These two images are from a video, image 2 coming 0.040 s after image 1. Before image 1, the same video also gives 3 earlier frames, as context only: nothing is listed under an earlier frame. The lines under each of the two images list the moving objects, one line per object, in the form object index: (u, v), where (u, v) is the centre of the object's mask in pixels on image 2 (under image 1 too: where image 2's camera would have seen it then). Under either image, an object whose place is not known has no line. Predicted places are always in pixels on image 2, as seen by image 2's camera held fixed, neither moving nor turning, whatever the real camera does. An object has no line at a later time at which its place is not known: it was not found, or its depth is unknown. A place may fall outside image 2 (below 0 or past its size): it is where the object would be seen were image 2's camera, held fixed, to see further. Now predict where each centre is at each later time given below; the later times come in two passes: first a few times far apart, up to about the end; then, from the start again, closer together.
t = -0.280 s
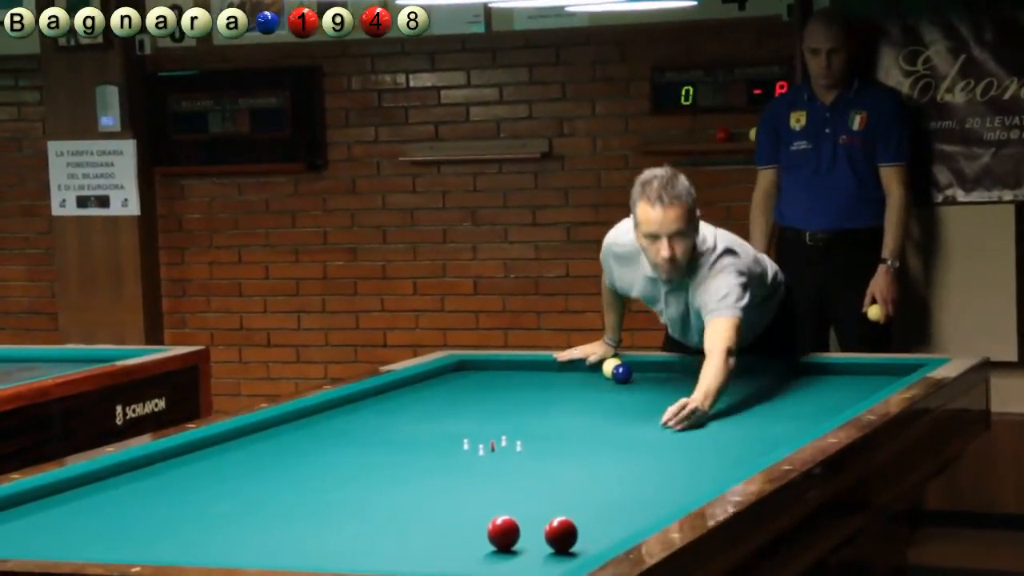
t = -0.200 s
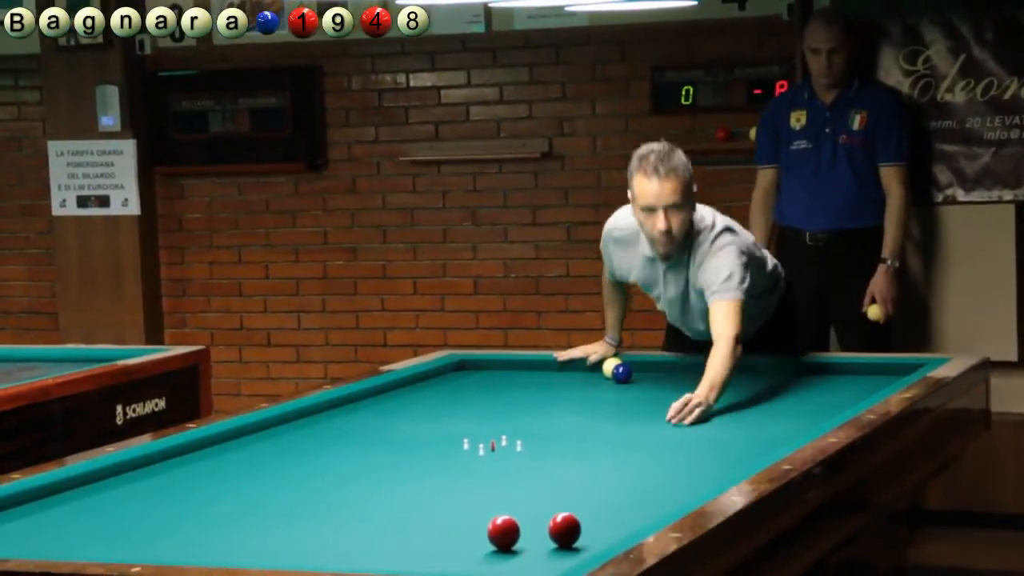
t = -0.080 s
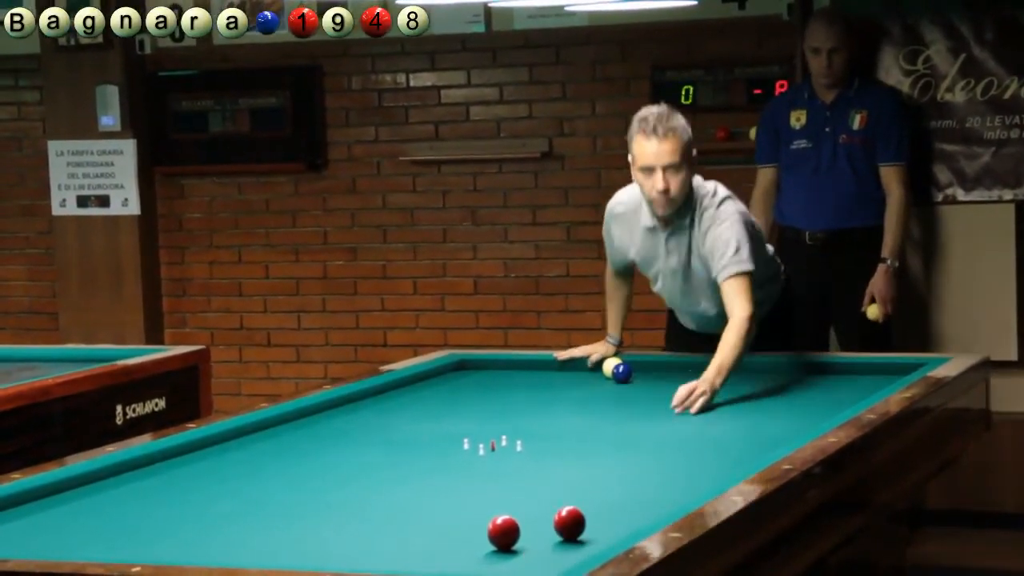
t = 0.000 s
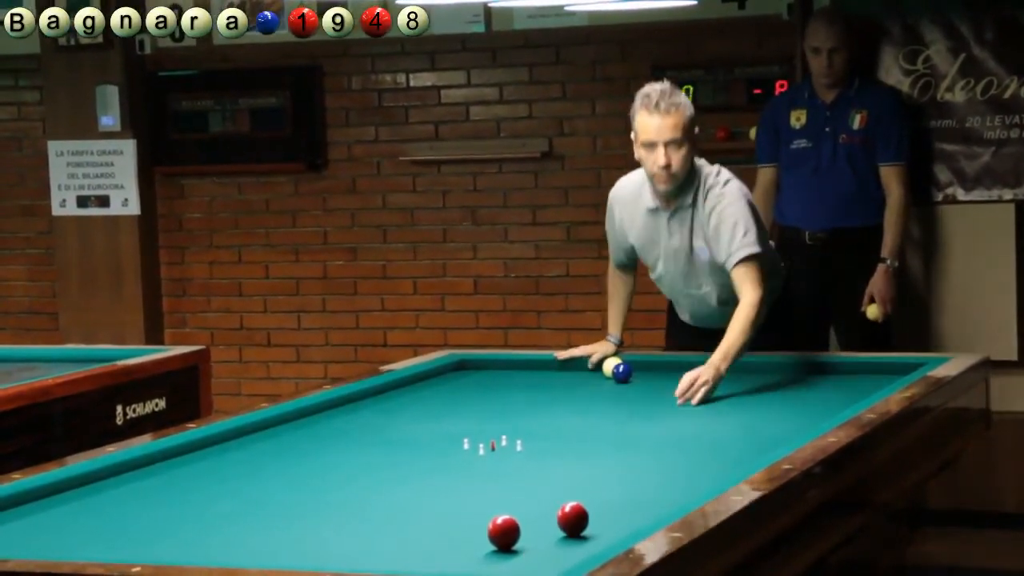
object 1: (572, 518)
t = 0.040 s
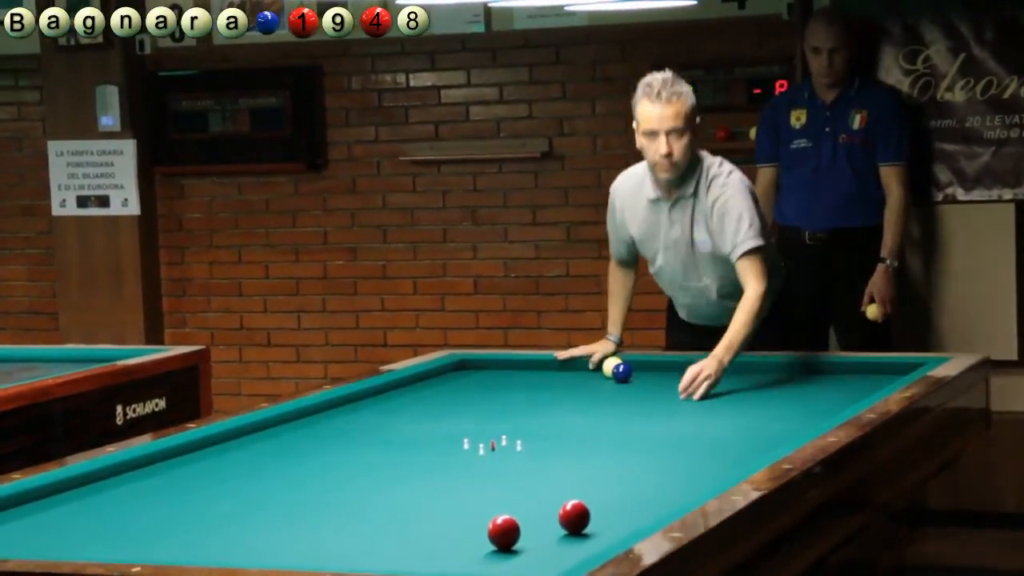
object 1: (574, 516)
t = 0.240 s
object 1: (581, 507)
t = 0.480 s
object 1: (589, 496)
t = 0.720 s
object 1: (596, 486)
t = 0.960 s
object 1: (603, 477)
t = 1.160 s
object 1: (609, 469)
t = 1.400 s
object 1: (615, 461)
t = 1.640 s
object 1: (620, 453)
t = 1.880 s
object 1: (625, 446)
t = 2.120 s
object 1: (629, 439)
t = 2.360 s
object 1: (633, 433)
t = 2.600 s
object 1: (637, 427)
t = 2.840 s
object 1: (640, 422)
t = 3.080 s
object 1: (643, 416)
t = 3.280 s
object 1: (645, 412)
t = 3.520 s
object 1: (647, 408)
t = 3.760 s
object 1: (649, 403)
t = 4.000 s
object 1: (652, 399)
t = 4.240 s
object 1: (654, 395)
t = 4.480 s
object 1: (655, 391)
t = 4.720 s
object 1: (657, 387)
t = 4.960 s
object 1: (658, 384)
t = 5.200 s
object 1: (660, 381)
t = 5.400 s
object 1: (661, 378)
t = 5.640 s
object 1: (662, 376)
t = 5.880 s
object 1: (664, 373)
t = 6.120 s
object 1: (665, 371)
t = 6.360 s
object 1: (666, 369)
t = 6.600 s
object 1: (667, 366)
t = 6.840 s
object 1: (668, 364)
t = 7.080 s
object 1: (667, 363)
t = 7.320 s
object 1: (662, 364)
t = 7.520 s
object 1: (659, 364)
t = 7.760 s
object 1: (655, 365)
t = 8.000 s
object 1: (651, 366)
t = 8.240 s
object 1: (648, 367)
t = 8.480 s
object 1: (645, 368)
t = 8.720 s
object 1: (642, 368)
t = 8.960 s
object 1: (641, 368)
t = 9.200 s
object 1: (640, 368)
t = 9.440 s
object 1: (640, 369)
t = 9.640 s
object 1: (640, 369)
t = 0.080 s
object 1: (576, 515)
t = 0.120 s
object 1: (577, 513)
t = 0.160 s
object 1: (578, 511)
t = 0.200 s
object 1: (580, 509)
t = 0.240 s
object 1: (581, 507)
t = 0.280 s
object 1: (582, 505)
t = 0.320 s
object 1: (583, 503)
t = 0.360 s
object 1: (585, 501)
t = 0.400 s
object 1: (586, 500)
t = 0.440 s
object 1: (587, 498)
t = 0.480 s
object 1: (589, 496)
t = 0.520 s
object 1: (590, 494)
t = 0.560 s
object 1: (592, 493)
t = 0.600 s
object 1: (593, 491)
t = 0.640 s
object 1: (594, 489)
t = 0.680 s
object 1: (595, 488)
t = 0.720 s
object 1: (596, 486)
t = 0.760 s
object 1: (597, 484)
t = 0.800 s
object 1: (599, 483)
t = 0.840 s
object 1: (600, 481)
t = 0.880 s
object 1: (601, 480)
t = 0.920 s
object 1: (602, 478)
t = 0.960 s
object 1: (603, 477)
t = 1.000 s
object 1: (604, 475)
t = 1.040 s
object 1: (606, 474)
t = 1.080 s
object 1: (607, 472)
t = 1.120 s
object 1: (608, 471)
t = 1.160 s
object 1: (609, 469)
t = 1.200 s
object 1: (609, 468)
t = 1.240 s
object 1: (610, 467)
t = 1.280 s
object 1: (611, 465)
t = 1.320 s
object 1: (612, 464)
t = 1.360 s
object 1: (614, 462)
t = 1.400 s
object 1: (615, 461)
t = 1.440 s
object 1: (616, 460)
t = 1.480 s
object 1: (617, 458)
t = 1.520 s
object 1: (618, 457)
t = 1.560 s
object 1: (618, 456)
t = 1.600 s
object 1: (619, 455)
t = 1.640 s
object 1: (620, 453)
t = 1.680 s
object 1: (621, 452)
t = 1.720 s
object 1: (621, 451)
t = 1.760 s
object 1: (622, 450)
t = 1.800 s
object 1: (623, 449)
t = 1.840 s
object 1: (624, 447)
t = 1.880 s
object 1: (625, 446)
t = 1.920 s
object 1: (626, 445)
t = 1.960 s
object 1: (626, 444)
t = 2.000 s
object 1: (627, 443)
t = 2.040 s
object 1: (628, 442)
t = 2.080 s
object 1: (628, 440)
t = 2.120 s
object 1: (629, 439)
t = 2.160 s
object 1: (630, 438)
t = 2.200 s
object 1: (630, 437)
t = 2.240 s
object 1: (631, 436)
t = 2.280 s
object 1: (632, 435)
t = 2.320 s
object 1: (632, 434)
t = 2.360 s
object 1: (633, 433)
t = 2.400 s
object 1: (634, 432)
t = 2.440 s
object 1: (634, 431)
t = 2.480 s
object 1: (635, 430)
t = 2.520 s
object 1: (636, 429)
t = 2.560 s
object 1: (636, 428)
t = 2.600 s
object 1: (637, 427)
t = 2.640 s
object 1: (637, 426)
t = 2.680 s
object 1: (638, 425)
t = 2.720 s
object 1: (638, 424)
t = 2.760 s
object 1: (639, 423)
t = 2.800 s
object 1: (639, 422)
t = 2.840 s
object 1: (640, 422)
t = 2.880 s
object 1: (640, 421)
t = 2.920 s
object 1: (641, 420)
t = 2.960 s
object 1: (641, 419)
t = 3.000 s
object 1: (642, 418)
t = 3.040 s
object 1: (642, 417)
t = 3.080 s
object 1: (643, 416)
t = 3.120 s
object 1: (643, 415)
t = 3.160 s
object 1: (644, 415)
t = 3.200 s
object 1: (644, 414)
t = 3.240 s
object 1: (645, 413)
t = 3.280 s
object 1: (645, 412)
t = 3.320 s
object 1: (645, 411)
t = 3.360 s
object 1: (646, 411)
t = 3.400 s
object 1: (646, 409)
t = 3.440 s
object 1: (647, 409)
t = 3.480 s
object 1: (647, 408)
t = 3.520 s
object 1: (647, 408)
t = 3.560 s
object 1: (648, 406)
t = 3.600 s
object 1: (648, 406)
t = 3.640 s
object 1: (649, 405)
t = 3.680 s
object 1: (649, 404)
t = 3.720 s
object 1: (649, 404)
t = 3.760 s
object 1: (649, 403)
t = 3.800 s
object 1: (650, 402)
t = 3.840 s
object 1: (650, 401)
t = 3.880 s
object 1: (651, 400)
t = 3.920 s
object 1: (651, 400)
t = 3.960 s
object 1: (651, 399)
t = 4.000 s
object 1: (652, 399)
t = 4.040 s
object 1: (652, 398)
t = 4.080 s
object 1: (653, 397)
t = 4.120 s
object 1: (653, 397)
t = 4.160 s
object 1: (653, 396)
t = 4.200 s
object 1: (653, 395)
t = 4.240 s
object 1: (654, 395)
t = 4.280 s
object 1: (654, 394)
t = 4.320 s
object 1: (654, 393)
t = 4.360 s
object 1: (654, 393)
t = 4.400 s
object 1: (655, 392)
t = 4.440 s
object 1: (655, 392)
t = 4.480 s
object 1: (655, 391)
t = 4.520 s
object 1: (656, 391)
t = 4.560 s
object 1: (656, 390)
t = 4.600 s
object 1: (656, 389)
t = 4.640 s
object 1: (657, 389)
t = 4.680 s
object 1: (657, 388)
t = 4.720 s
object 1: (657, 387)
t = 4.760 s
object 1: (657, 387)
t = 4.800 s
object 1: (657, 386)
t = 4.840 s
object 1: (658, 386)
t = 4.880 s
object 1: (658, 385)
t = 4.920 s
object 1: (658, 385)
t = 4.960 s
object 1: (658, 384)
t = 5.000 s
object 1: (659, 383)
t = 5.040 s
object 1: (659, 383)
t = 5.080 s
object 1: (659, 383)
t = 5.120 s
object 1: (659, 382)
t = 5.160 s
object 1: (660, 382)
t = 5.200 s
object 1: (660, 381)
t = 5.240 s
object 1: (660, 380)
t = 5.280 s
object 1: (660, 380)
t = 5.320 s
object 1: (660, 380)
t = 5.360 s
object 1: (661, 379)
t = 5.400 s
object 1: (661, 378)
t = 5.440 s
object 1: (661, 378)
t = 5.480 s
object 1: (662, 378)
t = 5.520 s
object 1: (662, 377)
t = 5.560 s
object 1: (662, 377)
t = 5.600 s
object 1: (662, 376)
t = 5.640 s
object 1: (662, 376)
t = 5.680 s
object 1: (662, 375)
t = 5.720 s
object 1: (663, 375)
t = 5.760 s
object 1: (663, 374)
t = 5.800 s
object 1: (663, 374)
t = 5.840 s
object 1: (663, 373)
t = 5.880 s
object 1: (664, 373)
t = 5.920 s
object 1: (664, 373)
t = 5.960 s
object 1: (664, 372)
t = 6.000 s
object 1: (664, 372)
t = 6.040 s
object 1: (664, 371)
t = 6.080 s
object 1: (664, 371)
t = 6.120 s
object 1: (665, 371)
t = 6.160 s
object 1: (665, 370)
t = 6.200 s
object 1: (665, 370)
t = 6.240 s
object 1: (666, 369)
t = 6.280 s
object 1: (666, 369)
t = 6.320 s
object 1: (666, 369)
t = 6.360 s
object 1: (666, 369)
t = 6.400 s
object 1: (666, 368)
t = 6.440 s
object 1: (666, 368)
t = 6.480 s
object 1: (666, 367)
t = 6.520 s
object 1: (667, 367)
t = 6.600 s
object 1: (667, 366)
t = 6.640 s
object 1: (667, 366)
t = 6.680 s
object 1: (667, 365)
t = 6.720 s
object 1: (668, 365)
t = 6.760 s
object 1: (667, 365)
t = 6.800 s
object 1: (668, 364)
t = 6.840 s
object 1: (668, 364)
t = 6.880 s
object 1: (668, 363)
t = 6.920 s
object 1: (668, 363)
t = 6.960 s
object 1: (668, 363)
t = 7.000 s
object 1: (669, 363)
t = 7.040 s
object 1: (668, 363)
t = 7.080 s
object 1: (667, 363)
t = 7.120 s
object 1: (667, 363)
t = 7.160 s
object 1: (666, 363)
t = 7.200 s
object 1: (665, 363)
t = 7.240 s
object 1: (664, 363)
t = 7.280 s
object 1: (663, 363)
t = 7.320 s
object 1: (662, 364)
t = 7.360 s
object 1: (662, 364)
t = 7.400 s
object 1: (661, 364)
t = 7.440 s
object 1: (660, 364)
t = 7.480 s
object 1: (659, 364)
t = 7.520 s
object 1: (659, 364)
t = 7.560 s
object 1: (658, 364)
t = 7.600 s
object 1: (657, 365)
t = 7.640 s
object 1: (657, 365)
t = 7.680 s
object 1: (656, 365)
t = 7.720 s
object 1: (656, 365)
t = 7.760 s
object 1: (655, 365)
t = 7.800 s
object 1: (654, 365)
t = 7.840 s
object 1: (654, 366)
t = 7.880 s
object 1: (653, 366)
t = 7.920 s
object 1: (652, 366)
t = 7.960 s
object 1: (652, 366)
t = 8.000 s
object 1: (651, 366)
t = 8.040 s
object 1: (651, 366)
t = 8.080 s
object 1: (650, 367)
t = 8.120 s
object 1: (650, 367)
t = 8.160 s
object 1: (649, 367)
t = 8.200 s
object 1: (649, 367)
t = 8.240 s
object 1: (648, 367)
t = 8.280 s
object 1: (647, 367)
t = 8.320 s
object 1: (647, 367)
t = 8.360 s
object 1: (647, 367)
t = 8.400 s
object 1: (647, 367)
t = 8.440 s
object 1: (646, 367)
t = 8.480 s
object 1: (645, 368)
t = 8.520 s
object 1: (645, 368)
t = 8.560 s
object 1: (644, 368)
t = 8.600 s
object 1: (644, 368)
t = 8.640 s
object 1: (643, 368)
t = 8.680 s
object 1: (643, 368)
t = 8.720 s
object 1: (642, 368)
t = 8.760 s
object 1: (642, 368)
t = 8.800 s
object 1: (642, 368)
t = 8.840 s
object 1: (641, 368)
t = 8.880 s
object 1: (641, 368)
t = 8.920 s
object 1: (641, 368)
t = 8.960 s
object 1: (641, 368)
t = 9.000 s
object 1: (640, 368)
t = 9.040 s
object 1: (640, 368)
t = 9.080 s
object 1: (640, 368)
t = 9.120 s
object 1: (640, 368)
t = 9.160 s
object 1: (640, 368)
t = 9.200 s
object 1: (640, 368)
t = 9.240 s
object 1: (640, 368)
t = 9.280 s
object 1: (640, 368)
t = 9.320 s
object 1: (640, 368)
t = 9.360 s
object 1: (640, 369)
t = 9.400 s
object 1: (640, 369)
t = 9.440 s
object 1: (640, 369)
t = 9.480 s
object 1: (640, 369)
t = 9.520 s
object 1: (640, 369)
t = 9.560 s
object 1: (640, 369)
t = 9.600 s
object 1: (640, 369)
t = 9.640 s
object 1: (640, 369)
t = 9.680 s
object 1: (640, 369)
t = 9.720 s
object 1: (640, 369)
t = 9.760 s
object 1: (640, 369)
